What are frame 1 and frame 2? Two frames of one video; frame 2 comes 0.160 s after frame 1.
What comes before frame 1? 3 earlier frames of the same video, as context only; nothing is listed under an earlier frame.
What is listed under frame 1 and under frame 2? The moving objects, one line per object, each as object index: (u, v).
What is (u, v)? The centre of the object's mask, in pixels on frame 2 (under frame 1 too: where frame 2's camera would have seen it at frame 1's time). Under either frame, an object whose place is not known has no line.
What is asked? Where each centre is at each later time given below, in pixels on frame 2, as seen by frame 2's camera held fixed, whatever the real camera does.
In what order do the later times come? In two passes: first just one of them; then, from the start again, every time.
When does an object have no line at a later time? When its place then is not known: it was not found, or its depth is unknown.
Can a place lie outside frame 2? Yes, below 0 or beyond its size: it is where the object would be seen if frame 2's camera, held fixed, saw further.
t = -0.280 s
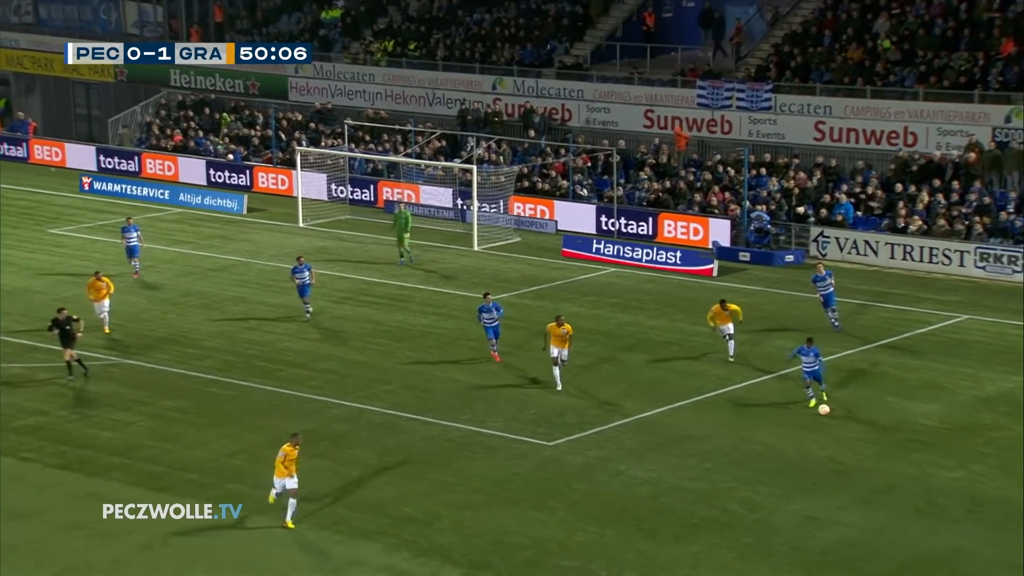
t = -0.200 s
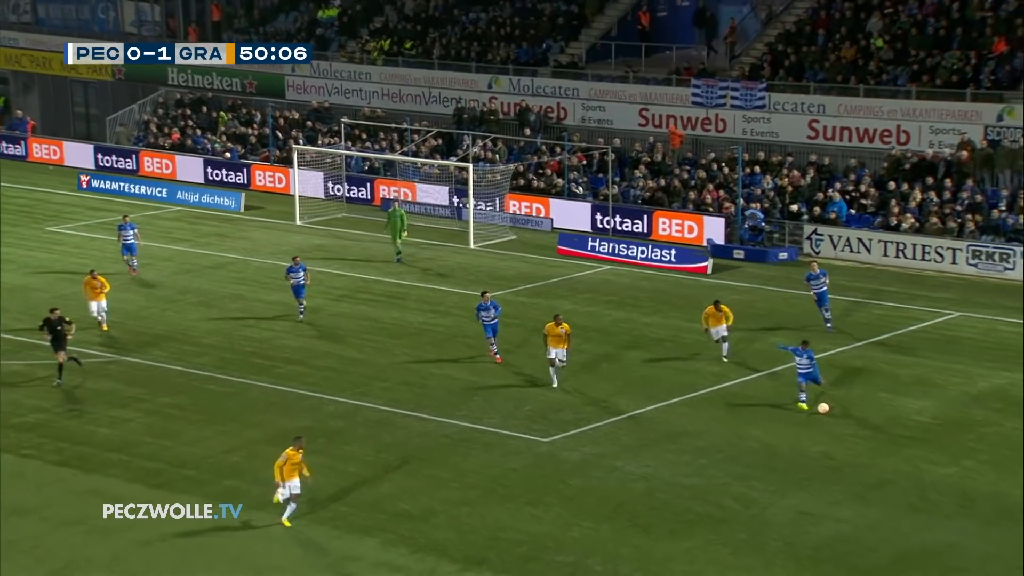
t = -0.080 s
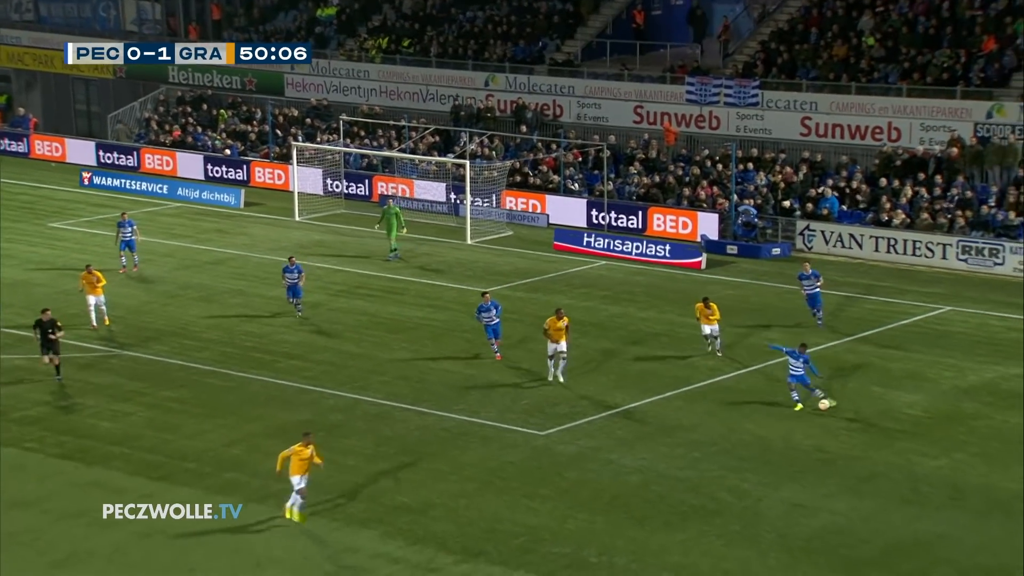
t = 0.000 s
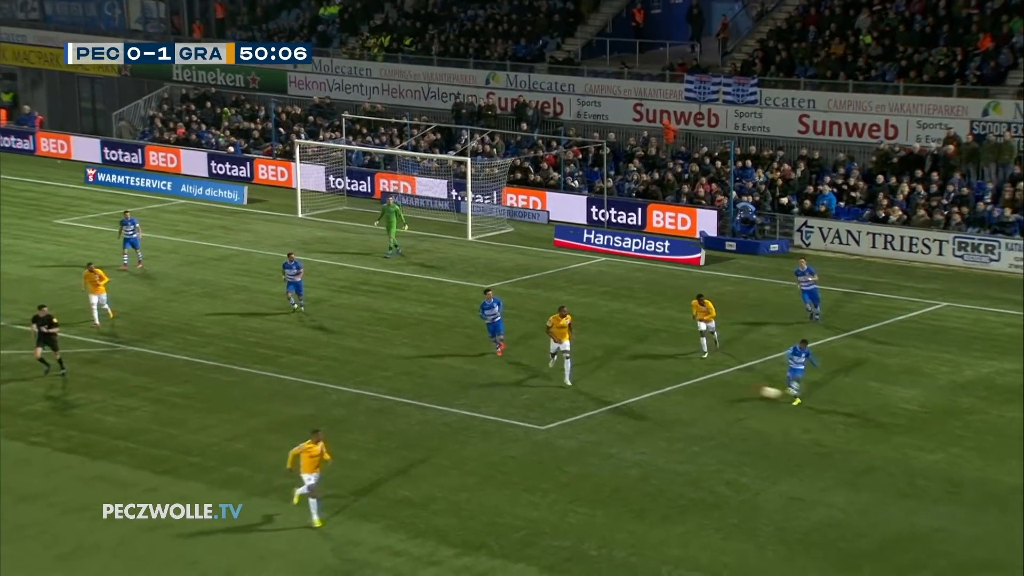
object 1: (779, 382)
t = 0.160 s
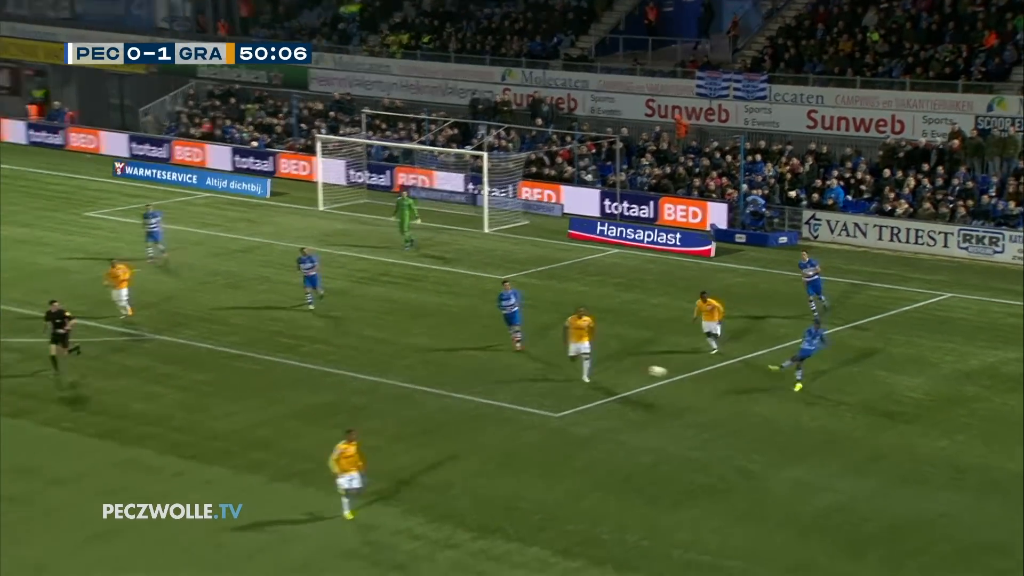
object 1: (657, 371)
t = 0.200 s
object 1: (625, 370)
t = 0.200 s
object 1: (625, 370)
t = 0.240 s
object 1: (593, 369)
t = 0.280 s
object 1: (558, 368)
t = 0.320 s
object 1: (525, 368)
